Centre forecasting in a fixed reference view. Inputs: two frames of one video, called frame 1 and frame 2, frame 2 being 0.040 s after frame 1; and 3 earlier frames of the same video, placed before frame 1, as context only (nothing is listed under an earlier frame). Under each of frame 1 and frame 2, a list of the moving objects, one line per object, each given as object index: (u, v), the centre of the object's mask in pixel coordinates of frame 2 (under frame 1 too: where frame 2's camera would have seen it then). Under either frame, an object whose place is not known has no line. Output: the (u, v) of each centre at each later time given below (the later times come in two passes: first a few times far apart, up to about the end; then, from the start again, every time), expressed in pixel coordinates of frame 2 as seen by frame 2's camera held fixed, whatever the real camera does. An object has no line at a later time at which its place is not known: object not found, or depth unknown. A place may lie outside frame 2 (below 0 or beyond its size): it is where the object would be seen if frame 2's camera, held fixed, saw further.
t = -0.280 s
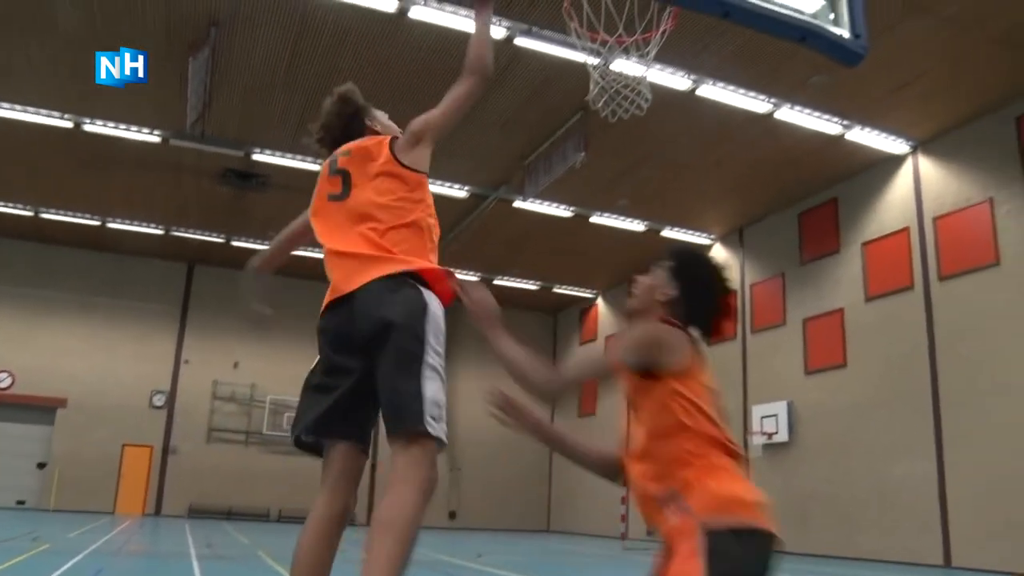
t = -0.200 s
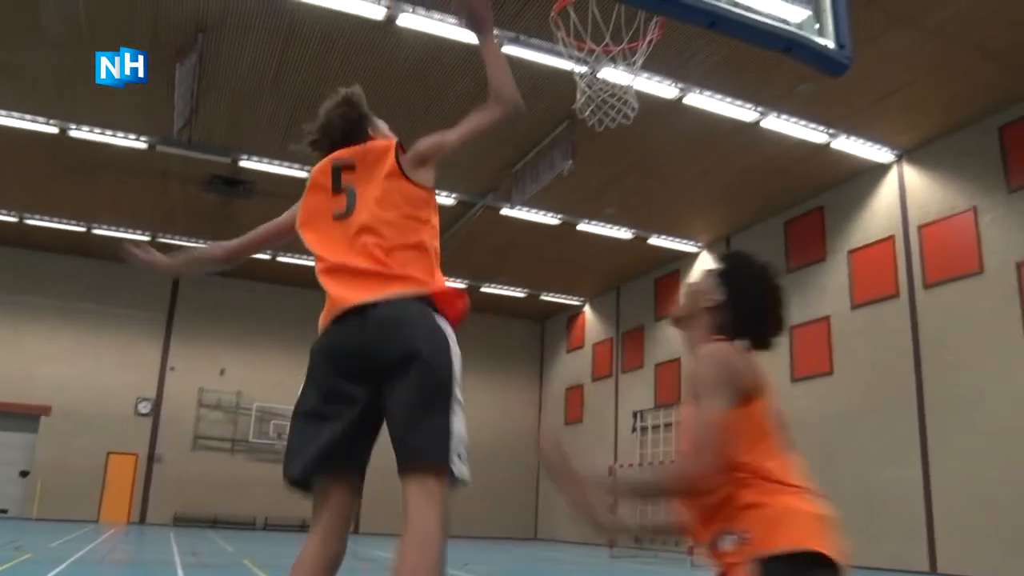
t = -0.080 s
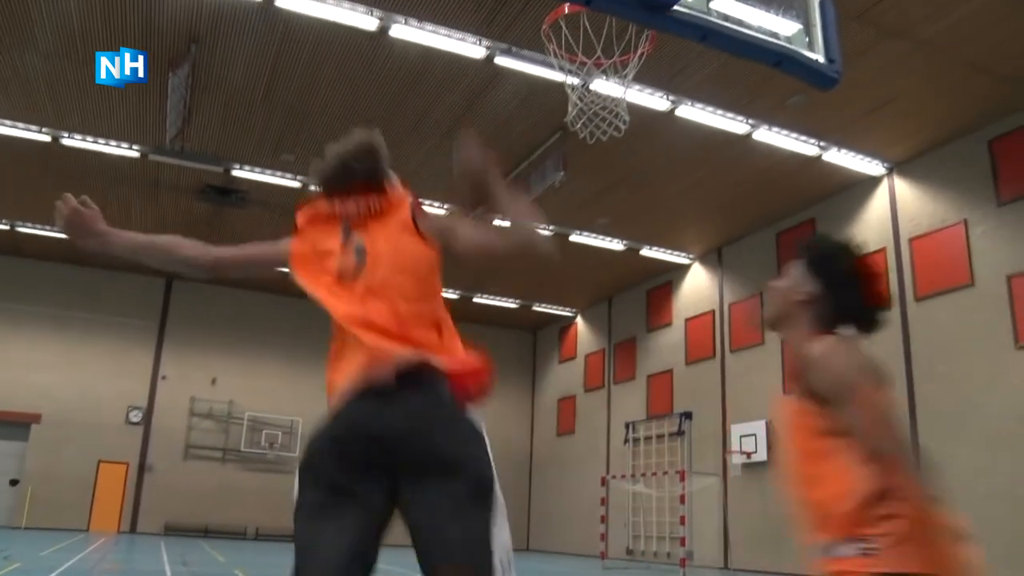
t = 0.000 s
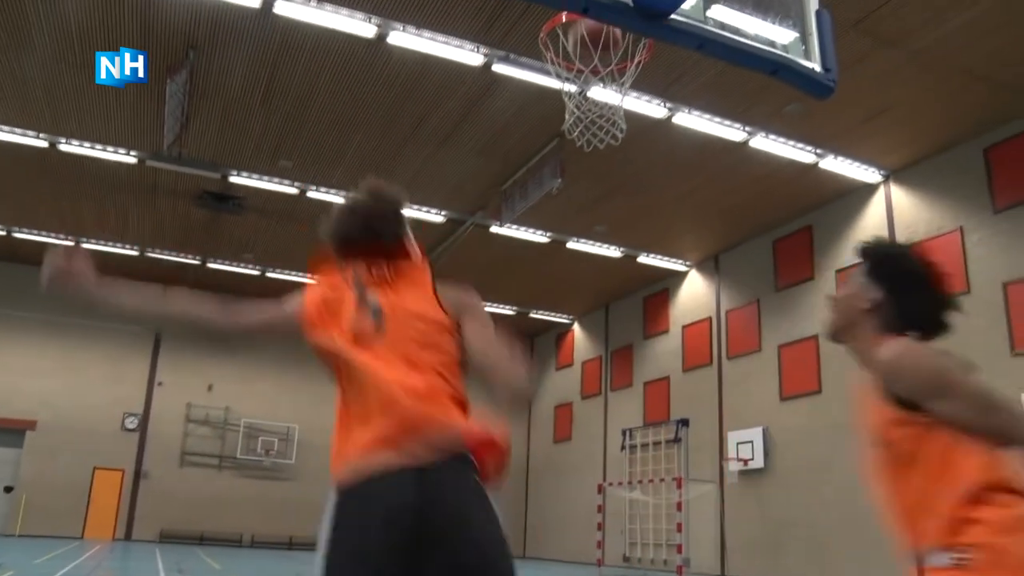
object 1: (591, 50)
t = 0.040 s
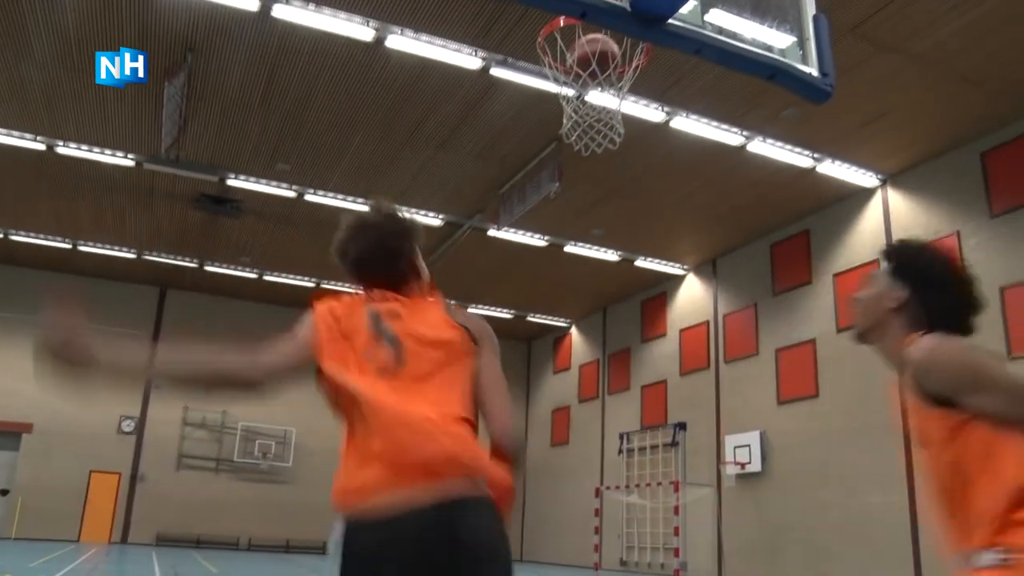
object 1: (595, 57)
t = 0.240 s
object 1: (580, 85)
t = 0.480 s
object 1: (589, 150)
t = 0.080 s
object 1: (589, 63)
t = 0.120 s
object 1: (586, 71)
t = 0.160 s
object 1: (583, 82)
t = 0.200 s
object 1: (581, 86)
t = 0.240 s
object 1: (580, 85)
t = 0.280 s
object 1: (582, 88)
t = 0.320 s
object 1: (583, 96)
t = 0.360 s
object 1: (584, 105)
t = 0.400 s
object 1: (585, 117)
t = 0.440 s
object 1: (587, 129)
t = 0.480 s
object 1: (589, 150)
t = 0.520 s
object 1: (590, 175)
